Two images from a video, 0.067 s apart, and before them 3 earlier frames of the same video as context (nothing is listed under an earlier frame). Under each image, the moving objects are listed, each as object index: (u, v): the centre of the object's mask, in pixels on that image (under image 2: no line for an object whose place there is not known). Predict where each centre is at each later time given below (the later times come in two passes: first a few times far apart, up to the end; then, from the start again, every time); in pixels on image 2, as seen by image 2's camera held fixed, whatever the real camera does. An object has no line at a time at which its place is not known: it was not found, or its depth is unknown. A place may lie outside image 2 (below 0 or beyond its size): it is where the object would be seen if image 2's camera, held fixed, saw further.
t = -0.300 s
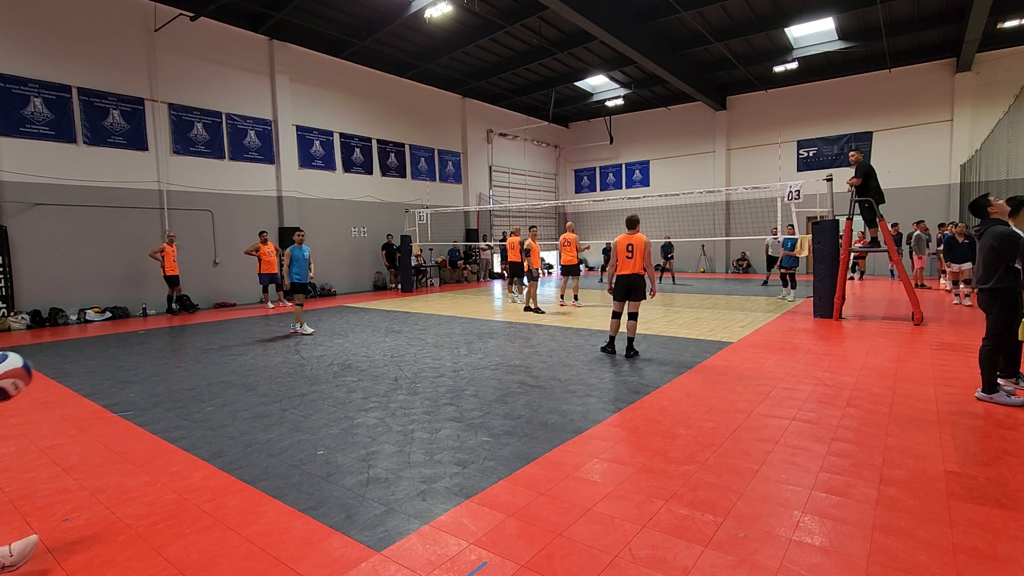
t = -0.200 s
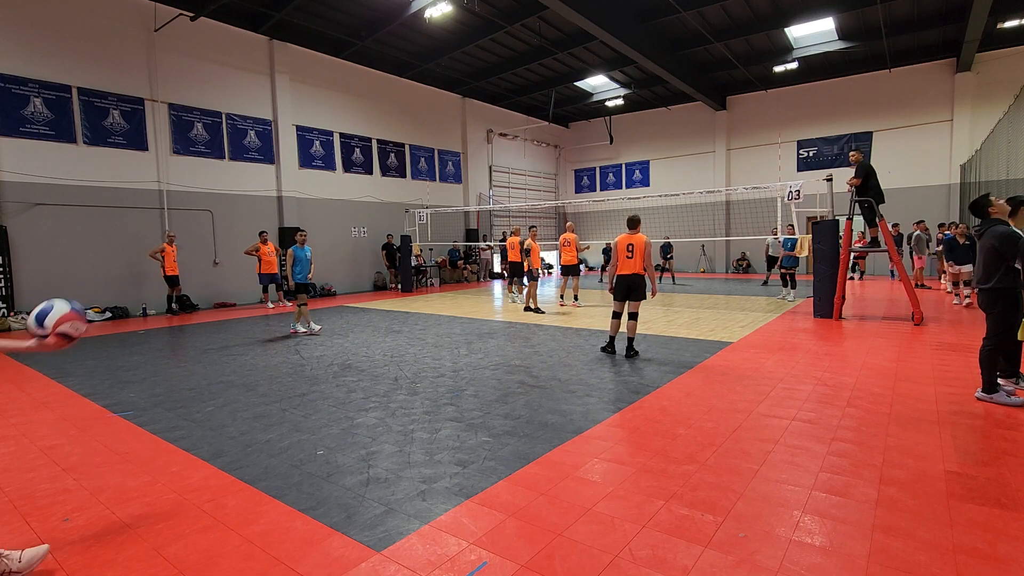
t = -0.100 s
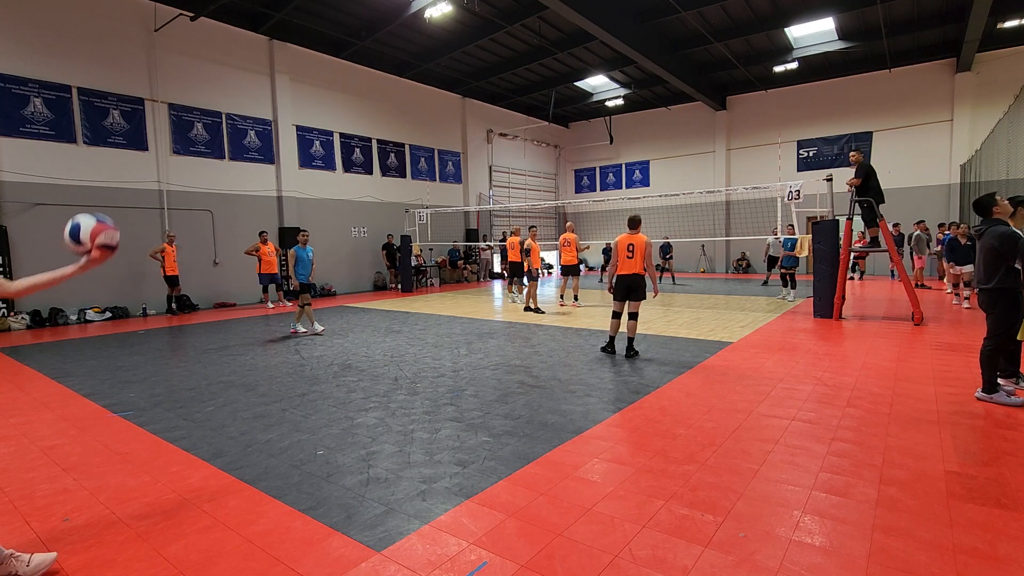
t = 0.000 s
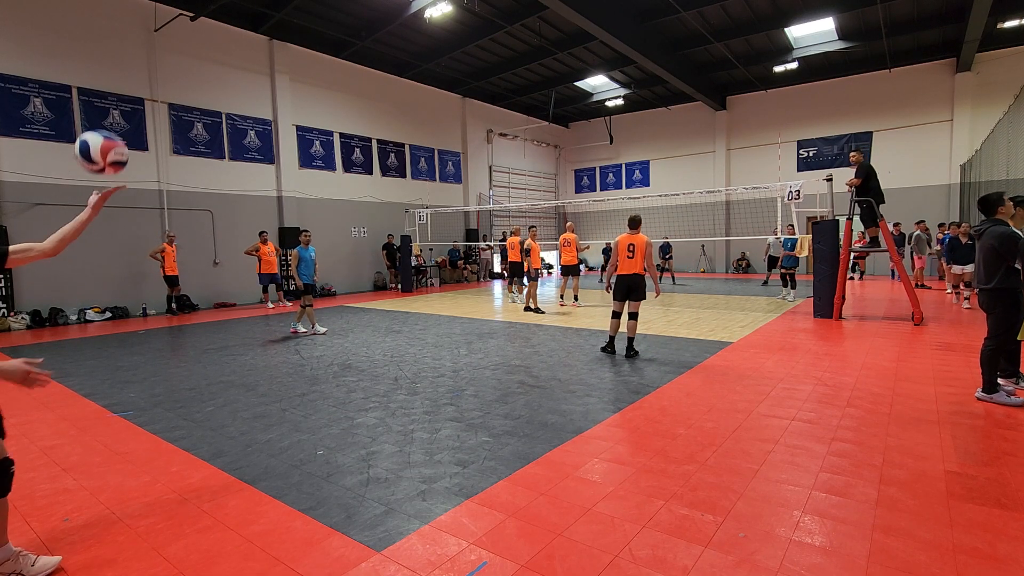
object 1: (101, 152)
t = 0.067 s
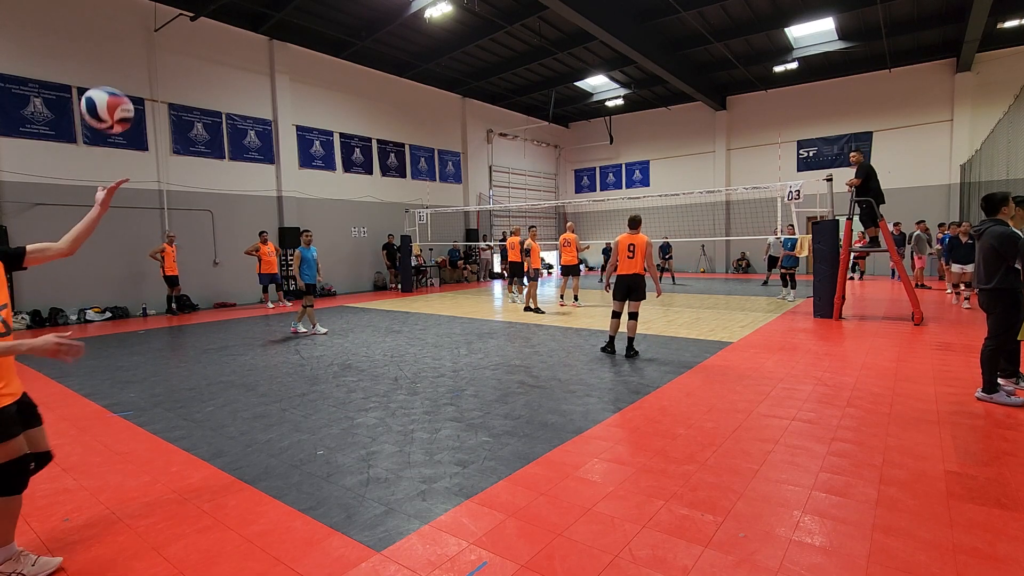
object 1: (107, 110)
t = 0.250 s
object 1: (126, 39)
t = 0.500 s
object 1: (157, 49)
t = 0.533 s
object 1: (161, 59)
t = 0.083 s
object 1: (109, 100)
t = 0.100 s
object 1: (110, 91)
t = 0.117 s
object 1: (112, 83)
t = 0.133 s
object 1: (114, 76)
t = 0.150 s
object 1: (116, 69)
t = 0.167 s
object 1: (117, 62)
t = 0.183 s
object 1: (119, 56)
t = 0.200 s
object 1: (121, 51)
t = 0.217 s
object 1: (122, 46)
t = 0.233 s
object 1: (124, 42)
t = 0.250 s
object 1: (126, 39)
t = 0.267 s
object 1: (128, 36)
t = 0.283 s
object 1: (130, 33)
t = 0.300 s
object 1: (132, 31)
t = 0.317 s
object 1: (134, 30)
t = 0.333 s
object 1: (136, 29)
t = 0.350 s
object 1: (138, 29)
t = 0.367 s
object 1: (140, 29)
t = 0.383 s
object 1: (142, 30)
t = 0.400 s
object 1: (144, 31)
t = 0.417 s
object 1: (146, 32)
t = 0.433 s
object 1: (148, 35)
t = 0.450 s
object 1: (150, 37)
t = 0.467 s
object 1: (152, 41)
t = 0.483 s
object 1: (155, 44)
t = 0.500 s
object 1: (157, 49)
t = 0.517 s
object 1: (159, 53)
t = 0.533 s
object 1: (161, 59)
